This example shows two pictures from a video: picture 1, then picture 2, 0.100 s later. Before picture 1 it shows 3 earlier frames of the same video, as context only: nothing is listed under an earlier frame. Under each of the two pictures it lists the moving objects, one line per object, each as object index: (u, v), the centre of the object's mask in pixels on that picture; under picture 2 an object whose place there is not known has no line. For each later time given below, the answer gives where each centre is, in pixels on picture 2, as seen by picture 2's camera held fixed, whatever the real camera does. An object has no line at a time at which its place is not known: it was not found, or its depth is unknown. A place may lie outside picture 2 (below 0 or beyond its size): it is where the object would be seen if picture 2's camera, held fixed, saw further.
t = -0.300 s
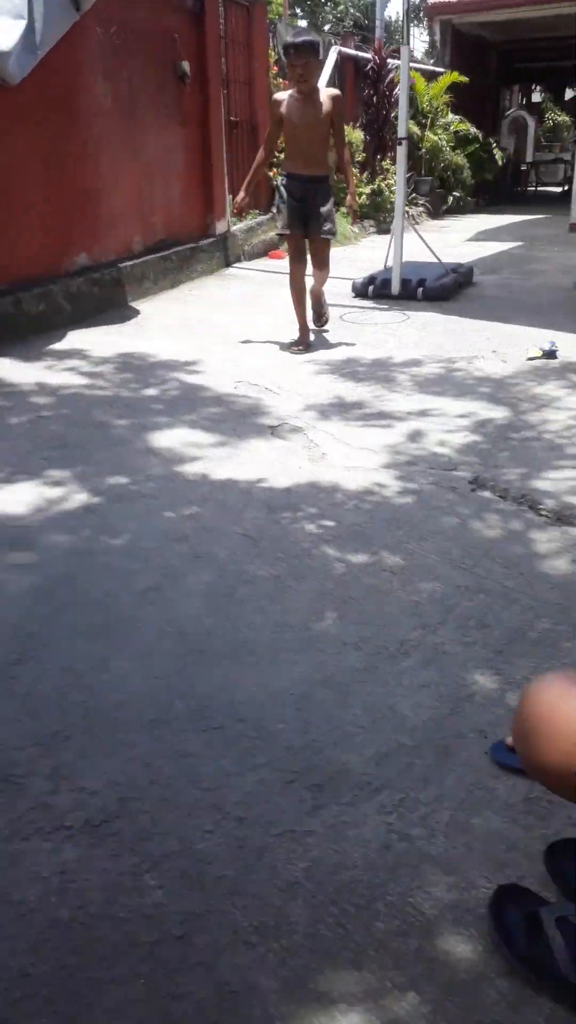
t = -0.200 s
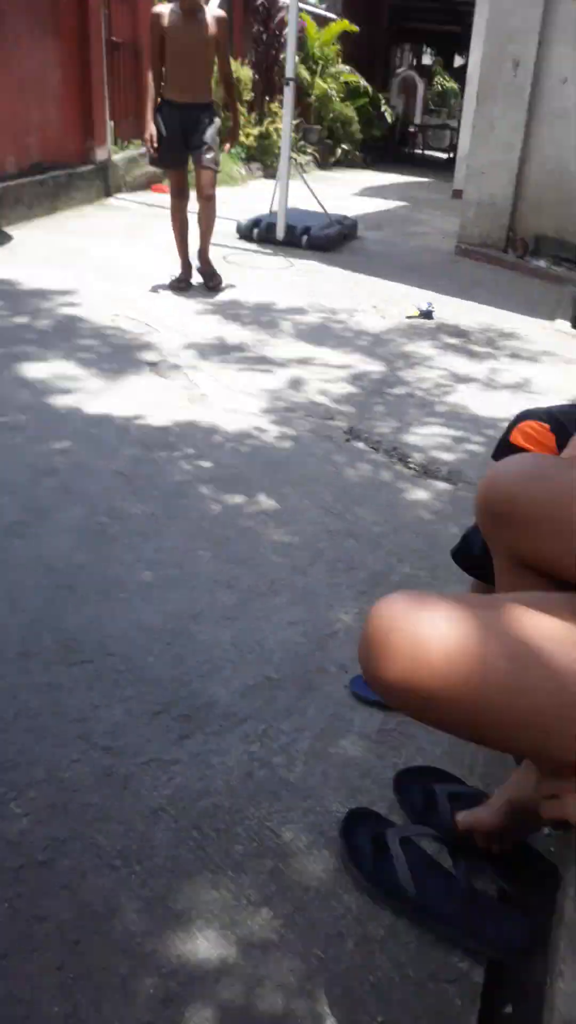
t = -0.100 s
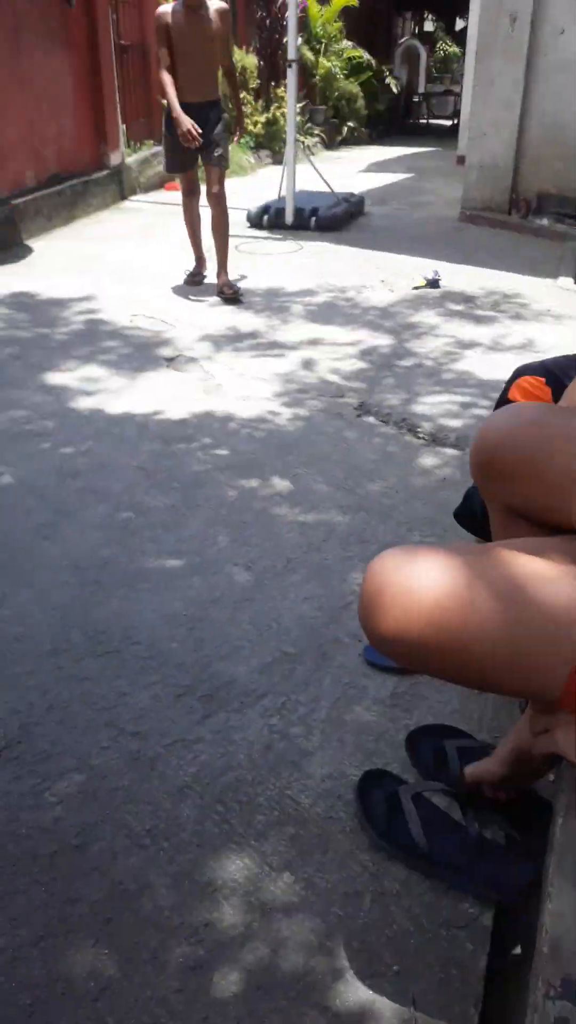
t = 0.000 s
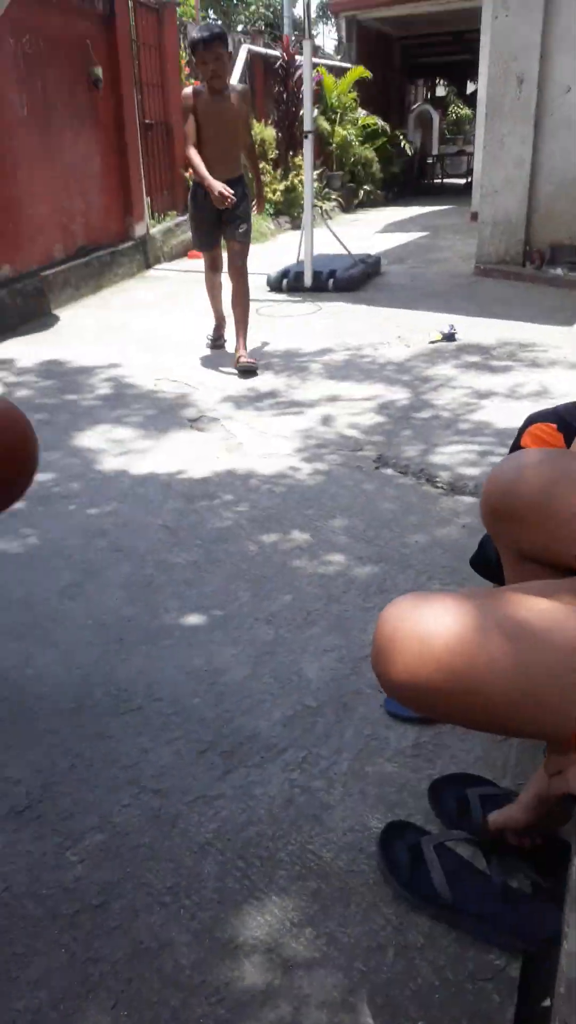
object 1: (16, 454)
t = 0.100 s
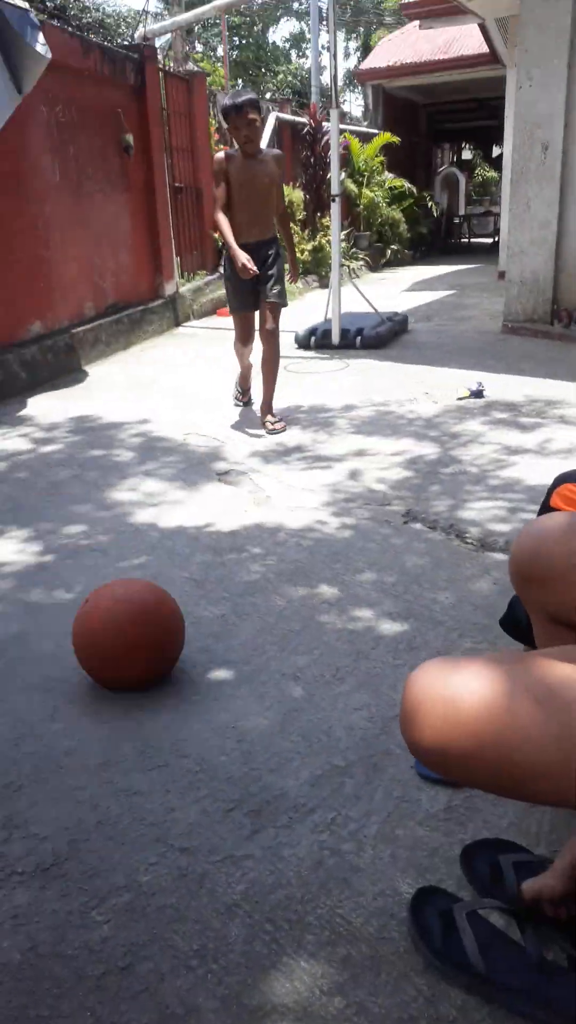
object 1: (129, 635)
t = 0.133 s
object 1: (145, 589)
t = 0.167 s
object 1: (165, 544)
